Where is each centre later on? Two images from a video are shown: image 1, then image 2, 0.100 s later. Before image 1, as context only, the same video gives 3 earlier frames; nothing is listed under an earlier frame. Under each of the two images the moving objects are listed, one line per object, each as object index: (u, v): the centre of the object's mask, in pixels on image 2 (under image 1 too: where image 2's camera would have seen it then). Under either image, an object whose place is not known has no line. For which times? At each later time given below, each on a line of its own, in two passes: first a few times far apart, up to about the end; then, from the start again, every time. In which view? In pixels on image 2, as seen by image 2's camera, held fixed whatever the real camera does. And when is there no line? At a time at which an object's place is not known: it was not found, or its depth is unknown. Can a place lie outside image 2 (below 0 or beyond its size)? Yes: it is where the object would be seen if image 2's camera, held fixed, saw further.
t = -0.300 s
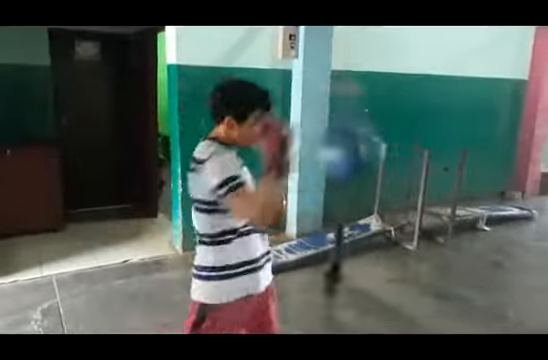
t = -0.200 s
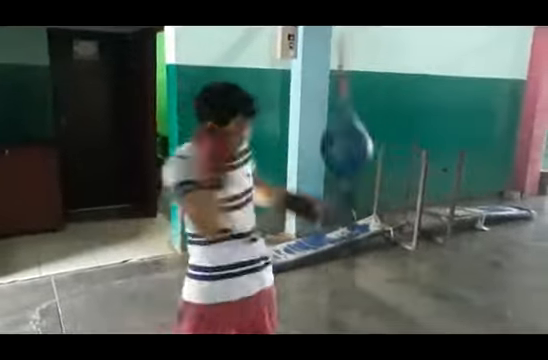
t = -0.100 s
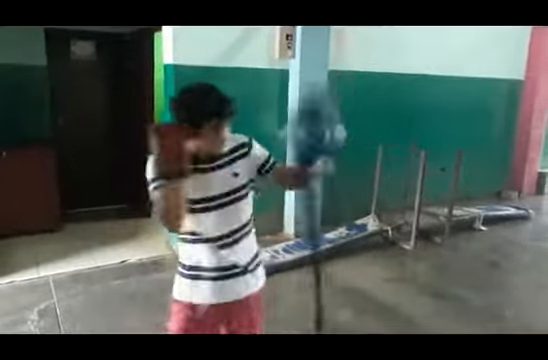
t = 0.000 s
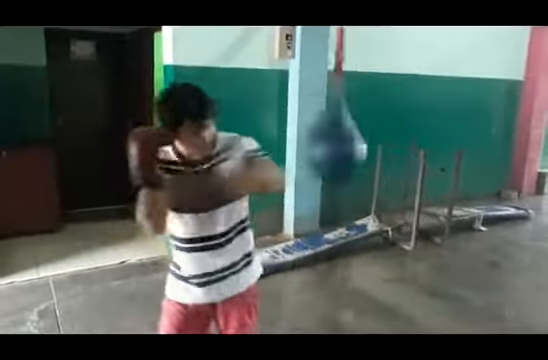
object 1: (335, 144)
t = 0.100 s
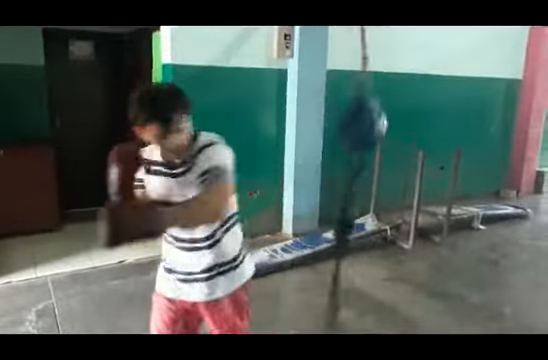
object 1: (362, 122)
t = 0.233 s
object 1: (305, 142)
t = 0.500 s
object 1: (311, 143)
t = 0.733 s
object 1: (351, 126)
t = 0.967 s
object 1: (355, 139)
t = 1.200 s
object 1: (323, 148)
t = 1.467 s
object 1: (310, 145)
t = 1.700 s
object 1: (337, 145)
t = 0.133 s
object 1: (345, 131)
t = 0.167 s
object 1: (325, 139)
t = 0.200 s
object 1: (312, 143)
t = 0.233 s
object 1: (305, 142)
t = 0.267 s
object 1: (311, 140)
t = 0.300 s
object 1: (341, 145)
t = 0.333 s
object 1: (359, 137)
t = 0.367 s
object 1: (360, 131)
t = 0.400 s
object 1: (356, 130)
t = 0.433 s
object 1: (345, 134)
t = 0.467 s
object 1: (332, 141)
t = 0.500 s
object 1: (311, 143)
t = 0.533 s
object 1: (303, 140)
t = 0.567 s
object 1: (317, 141)
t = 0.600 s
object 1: (333, 145)
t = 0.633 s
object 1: (346, 148)
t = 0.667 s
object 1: (358, 139)
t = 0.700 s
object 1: (360, 130)
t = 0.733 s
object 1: (351, 126)
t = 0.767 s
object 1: (332, 140)
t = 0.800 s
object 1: (316, 134)
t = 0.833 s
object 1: (307, 143)
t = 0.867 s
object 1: (310, 143)
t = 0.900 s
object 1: (328, 145)
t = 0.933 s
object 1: (345, 147)
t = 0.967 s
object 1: (355, 139)
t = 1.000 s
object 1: (359, 136)
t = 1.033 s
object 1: (353, 136)
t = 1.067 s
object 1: (338, 140)
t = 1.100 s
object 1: (321, 143)
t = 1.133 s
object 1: (310, 144)
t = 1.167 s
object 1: (311, 143)
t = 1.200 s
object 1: (323, 148)
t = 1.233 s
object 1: (340, 149)
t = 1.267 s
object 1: (351, 144)
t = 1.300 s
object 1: (359, 139)
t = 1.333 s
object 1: (357, 137)
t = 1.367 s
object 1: (346, 143)
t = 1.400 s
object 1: (328, 144)
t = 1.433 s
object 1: (315, 145)
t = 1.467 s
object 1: (310, 145)
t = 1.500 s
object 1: (316, 145)
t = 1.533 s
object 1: (332, 147)
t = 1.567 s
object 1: (352, 150)
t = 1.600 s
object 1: (359, 142)
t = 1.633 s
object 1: (360, 141)
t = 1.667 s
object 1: (353, 138)
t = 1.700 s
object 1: (337, 145)
